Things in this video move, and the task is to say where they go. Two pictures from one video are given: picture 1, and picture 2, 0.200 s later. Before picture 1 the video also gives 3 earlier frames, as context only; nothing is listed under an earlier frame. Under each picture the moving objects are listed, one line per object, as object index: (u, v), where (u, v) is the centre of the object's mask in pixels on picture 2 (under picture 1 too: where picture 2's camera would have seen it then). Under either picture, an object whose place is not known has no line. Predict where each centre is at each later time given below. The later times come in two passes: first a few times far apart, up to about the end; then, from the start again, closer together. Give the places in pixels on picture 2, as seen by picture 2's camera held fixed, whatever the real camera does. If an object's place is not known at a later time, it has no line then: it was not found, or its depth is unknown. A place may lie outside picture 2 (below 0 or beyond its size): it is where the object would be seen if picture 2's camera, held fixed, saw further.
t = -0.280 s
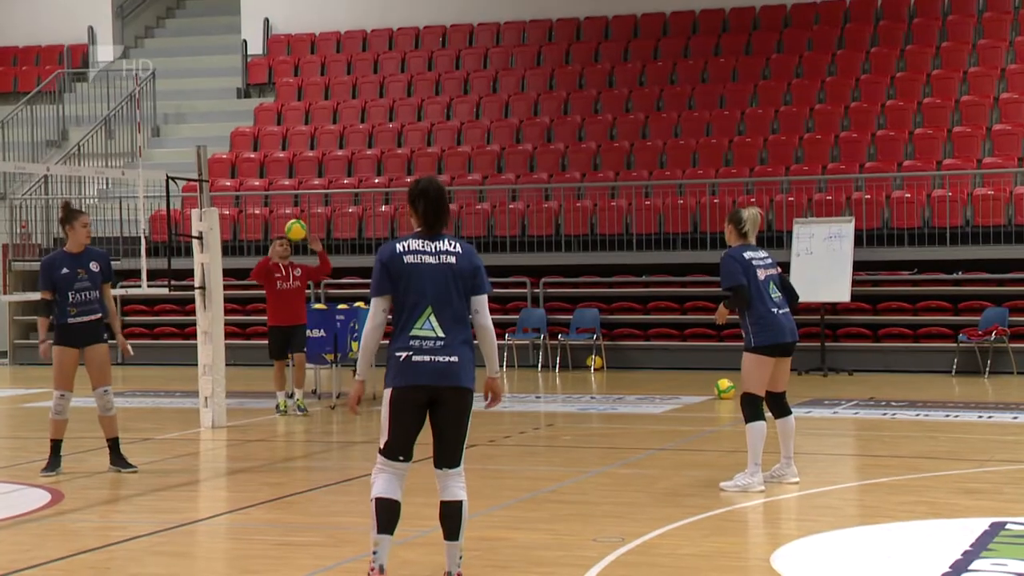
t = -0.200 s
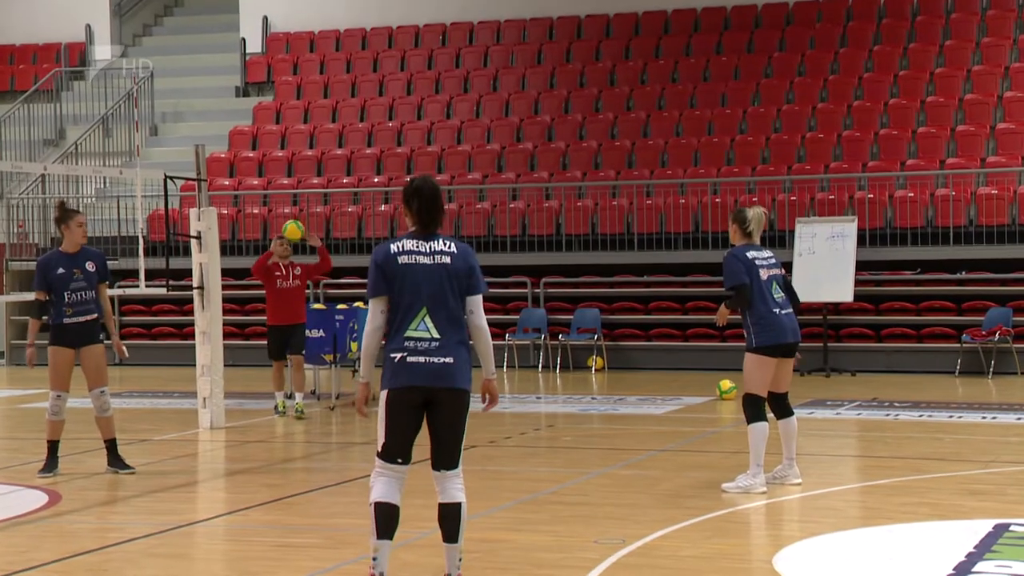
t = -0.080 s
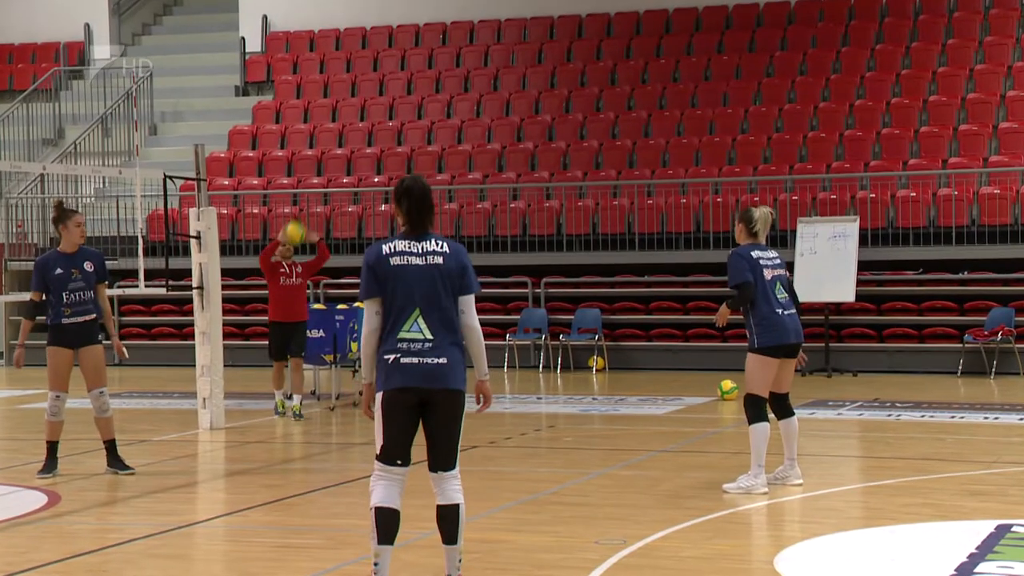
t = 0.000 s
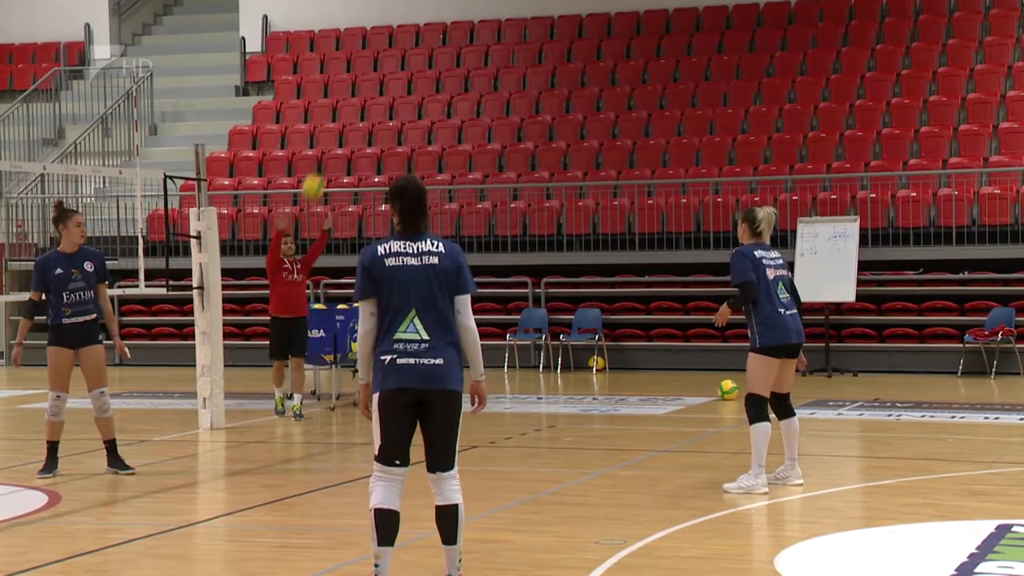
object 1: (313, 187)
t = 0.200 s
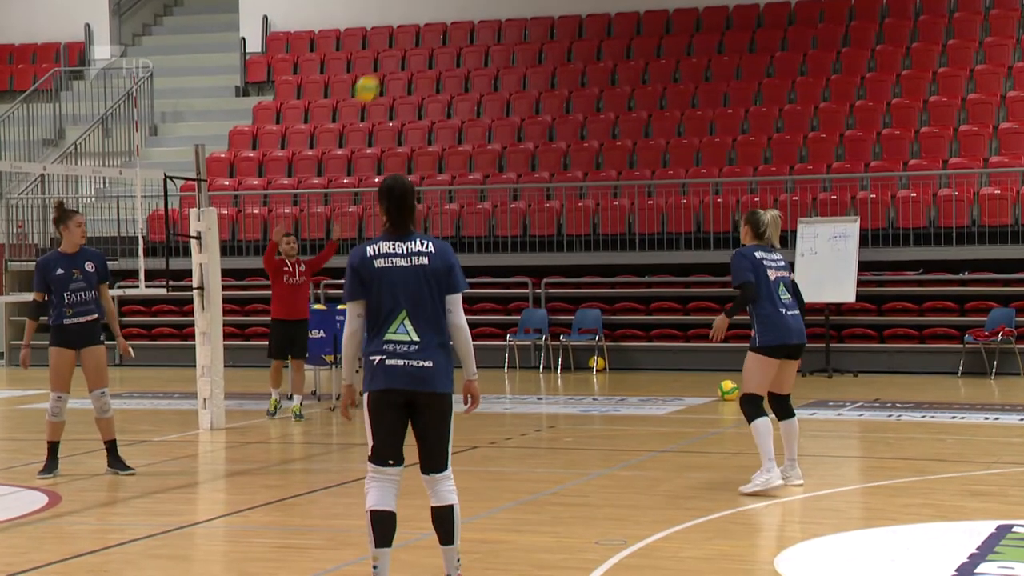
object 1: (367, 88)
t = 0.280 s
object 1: (390, 60)
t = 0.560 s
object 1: (475, 13)
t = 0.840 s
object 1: (572, 60)
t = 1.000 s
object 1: (633, 139)
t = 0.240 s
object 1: (377, 73)
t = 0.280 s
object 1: (390, 60)
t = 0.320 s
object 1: (401, 48)
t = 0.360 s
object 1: (413, 37)
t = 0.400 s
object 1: (425, 30)
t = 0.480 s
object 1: (450, 18)
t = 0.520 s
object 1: (462, 14)
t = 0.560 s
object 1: (475, 13)
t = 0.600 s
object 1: (488, 13)
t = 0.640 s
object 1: (501, 16)
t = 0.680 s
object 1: (515, 21)
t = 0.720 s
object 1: (529, 27)
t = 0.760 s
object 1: (542, 35)
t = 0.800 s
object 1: (557, 47)
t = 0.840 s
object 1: (572, 60)
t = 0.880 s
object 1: (587, 76)
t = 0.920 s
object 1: (602, 94)
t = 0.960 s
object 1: (617, 115)
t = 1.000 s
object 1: (633, 139)
